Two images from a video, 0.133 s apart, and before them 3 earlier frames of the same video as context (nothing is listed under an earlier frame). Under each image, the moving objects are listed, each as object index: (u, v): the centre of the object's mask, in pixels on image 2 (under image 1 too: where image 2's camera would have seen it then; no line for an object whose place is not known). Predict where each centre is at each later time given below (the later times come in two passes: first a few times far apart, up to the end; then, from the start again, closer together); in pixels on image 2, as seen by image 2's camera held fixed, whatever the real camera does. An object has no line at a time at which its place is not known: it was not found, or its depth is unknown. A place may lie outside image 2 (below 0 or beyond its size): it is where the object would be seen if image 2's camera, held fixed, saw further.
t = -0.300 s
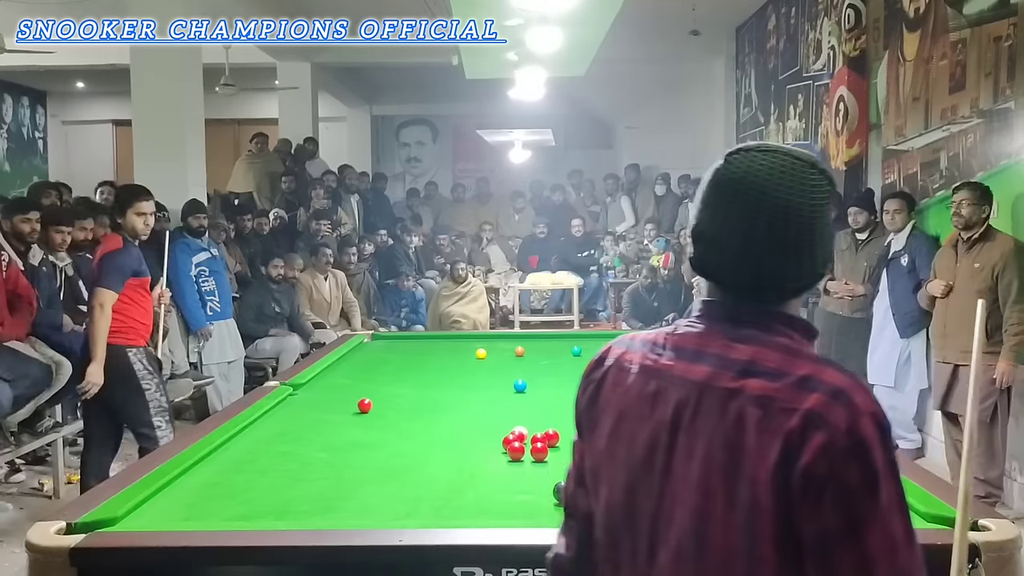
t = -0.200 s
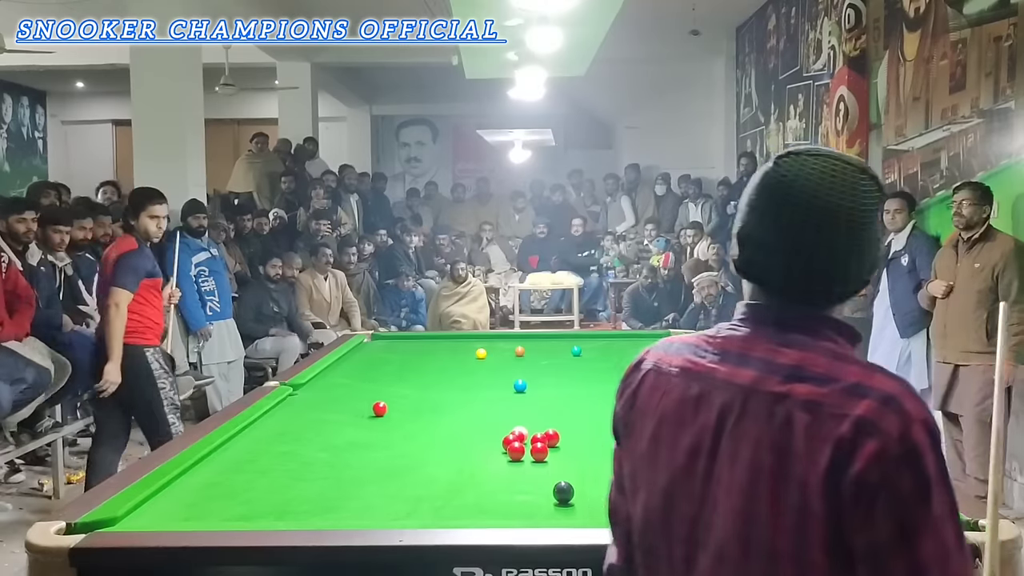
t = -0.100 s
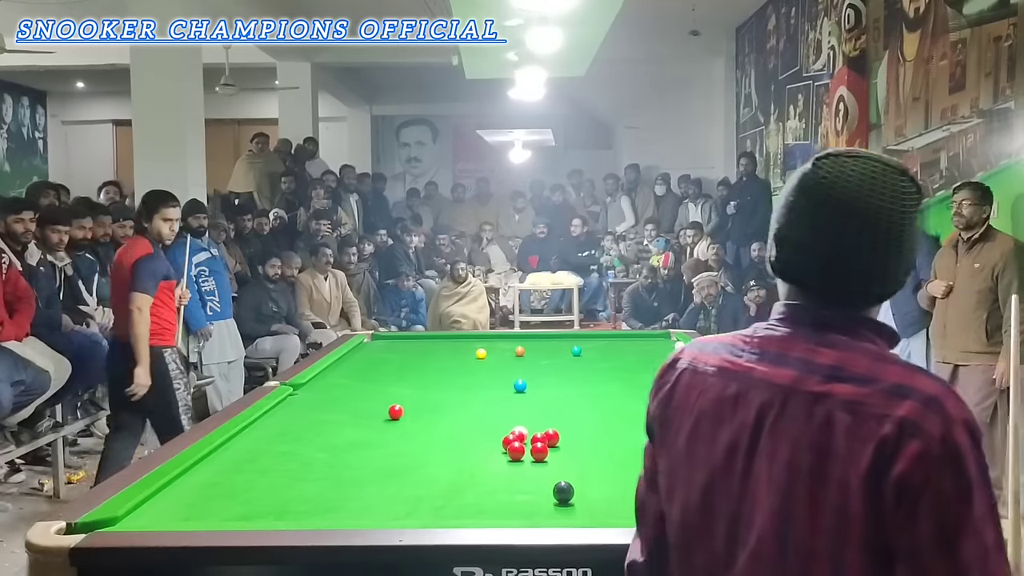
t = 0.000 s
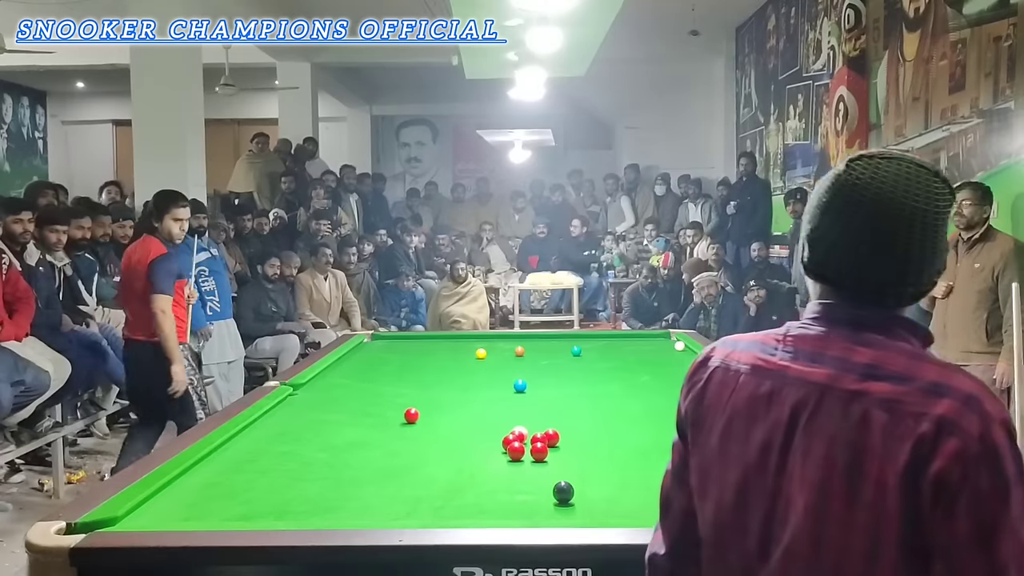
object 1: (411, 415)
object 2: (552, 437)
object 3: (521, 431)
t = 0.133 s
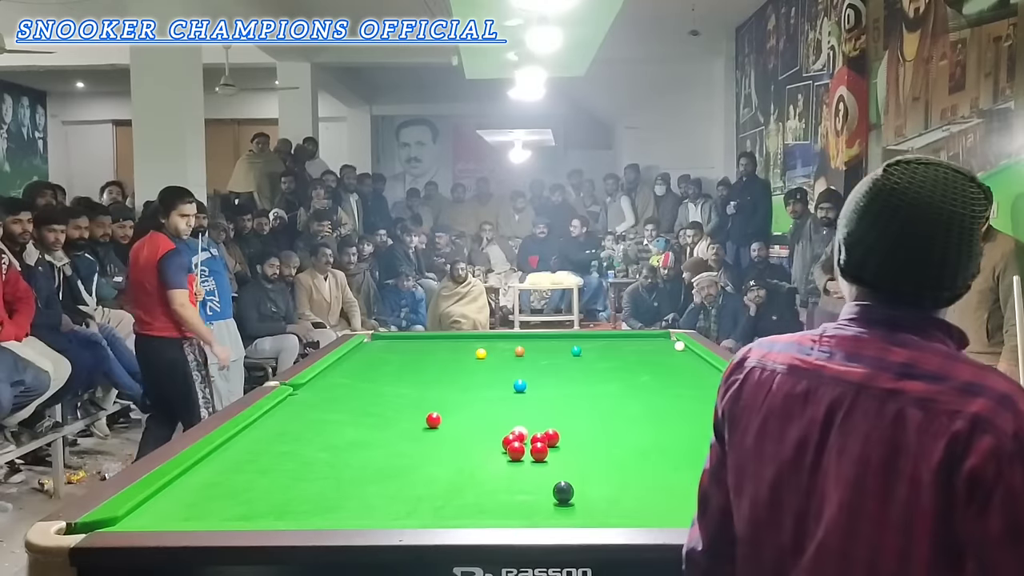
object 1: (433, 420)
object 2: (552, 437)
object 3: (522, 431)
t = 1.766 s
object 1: (470, 453)
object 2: (612, 447)
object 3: (580, 430)
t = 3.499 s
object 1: (463, 456)
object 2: (630, 449)
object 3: (585, 430)
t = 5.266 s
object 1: (463, 456)
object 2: (630, 449)
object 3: (585, 430)
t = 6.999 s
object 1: (463, 456)
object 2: (630, 449)
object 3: (585, 430)
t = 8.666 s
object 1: (463, 456)
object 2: (630, 449)
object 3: (585, 430)
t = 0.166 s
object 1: (439, 421)
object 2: (552, 437)
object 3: (522, 431)
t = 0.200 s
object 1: (444, 422)
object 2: (552, 437)
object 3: (521, 431)
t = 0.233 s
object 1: (450, 423)
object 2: (552, 437)
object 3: (521, 431)
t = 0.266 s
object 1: (456, 424)
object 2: (552, 437)
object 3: (521, 431)
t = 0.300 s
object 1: (462, 426)
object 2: (552, 437)
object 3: (522, 431)
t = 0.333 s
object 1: (468, 427)
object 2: (552, 437)
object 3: (522, 431)
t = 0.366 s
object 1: (473, 428)
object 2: (552, 437)
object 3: (522, 431)
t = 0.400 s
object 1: (479, 429)
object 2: (552, 437)
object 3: (522, 431)
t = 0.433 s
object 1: (485, 431)
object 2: (552, 437)
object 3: (522, 431)
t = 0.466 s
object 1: (491, 432)
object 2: (552, 437)
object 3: (522, 431)
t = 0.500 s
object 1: (497, 433)
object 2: (552, 437)
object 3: (522, 431)
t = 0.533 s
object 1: (501, 433)
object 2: (552, 437)
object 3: (523, 432)
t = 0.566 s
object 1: (501, 434)
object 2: (552, 437)
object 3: (527, 434)
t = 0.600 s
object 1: (500, 435)
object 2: (552, 437)
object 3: (529, 433)
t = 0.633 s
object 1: (499, 435)
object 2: (552, 437)
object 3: (533, 432)
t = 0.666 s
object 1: (498, 437)
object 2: (554, 438)
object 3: (536, 431)
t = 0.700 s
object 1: (497, 438)
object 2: (556, 438)
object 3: (539, 431)
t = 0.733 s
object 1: (497, 438)
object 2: (558, 438)
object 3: (541, 431)
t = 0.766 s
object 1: (496, 439)
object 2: (560, 439)
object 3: (543, 431)
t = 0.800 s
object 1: (495, 440)
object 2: (562, 439)
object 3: (545, 431)
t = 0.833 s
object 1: (495, 440)
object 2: (564, 440)
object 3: (547, 431)
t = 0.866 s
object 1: (494, 441)
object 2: (566, 440)
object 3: (549, 431)
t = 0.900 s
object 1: (493, 442)
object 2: (569, 440)
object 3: (551, 431)
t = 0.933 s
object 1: (492, 442)
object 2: (571, 440)
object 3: (553, 431)
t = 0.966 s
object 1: (491, 443)
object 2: (573, 441)
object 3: (554, 431)
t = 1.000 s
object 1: (489, 443)
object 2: (574, 441)
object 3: (556, 431)
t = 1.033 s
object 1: (488, 444)
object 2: (576, 441)
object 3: (557, 431)
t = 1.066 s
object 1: (487, 445)
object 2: (578, 442)
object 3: (559, 431)
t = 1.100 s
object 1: (487, 445)
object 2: (580, 442)
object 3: (560, 431)
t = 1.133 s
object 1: (485, 446)
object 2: (582, 442)
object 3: (562, 431)
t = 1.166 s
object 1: (484, 446)
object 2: (584, 442)
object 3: (563, 431)
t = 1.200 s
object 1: (484, 446)
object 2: (586, 443)
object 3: (564, 431)
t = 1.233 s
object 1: (482, 447)
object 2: (588, 443)
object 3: (565, 431)
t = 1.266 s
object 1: (482, 447)
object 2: (589, 443)
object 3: (566, 431)
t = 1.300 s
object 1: (481, 448)
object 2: (591, 444)
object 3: (567, 431)
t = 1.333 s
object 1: (480, 448)
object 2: (593, 444)
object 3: (568, 431)
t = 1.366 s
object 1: (479, 449)
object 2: (595, 444)
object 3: (570, 431)
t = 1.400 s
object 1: (478, 449)
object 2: (596, 444)
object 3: (571, 431)
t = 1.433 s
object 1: (477, 450)
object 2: (598, 445)
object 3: (572, 431)
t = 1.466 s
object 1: (476, 450)
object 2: (599, 445)
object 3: (573, 431)
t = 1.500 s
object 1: (476, 450)
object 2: (601, 445)
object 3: (574, 431)
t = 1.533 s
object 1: (475, 451)
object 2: (602, 445)
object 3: (574, 431)
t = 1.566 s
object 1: (474, 451)
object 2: (604, 445)
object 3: (575, 431)
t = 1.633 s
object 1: (472, 452)
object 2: (606, 446)
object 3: (577, 431)
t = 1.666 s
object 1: (472, 452)
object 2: (608, 446)
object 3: (578, 431)
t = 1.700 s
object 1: (471, 452)
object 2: (609, 446)
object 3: (579, 431)
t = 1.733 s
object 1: (471, 453)
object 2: (610, 446)
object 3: (579, 431)
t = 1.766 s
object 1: (470, 453)
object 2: (612, 447)
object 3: (580, 430)
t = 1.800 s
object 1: (469, 453)
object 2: (613, 447)
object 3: (580, 430)
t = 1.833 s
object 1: (469, 453)
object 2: (614, 447)
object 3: (581, 430)
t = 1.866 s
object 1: (469, 454)
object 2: (615, 447)
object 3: (582, 430)
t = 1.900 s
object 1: (468, 454)
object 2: (616, 447)
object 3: (582, 430)
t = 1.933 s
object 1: (467, 454)
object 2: (617, 447)
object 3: (583, 430)
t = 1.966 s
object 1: (467, 454)
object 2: (618, 448)
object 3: (583, 430)
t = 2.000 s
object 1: (467, 455)
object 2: (619, 448)
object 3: (583, 430)
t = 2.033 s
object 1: (466, 455)
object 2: (620, 448)
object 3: (584, 430)
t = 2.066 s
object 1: (466, 455)
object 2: (621, 448)
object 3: (584, 430)
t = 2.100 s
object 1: (466, 455)
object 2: (622, 448)
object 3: (584, 430)
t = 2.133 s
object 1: (465, 455)
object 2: (623, 448)
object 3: (585, 430)
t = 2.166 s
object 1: (465, 456)
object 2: (623, 448)
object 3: (585, 430)
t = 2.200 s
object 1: (465, 456)
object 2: (624, 448)
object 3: (585, 430)
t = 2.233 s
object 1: (465, 456)
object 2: (625, 449)
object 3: (586, 430)
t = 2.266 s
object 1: (464, 456)
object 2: (626, 449)
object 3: (586, 430)
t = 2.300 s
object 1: (464, 456)
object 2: (626, 449)
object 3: (586, 430)
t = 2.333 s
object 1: (464, 456)
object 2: (627, 449)
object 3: (585, 430)
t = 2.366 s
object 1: (464, 456)
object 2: (627, 449)
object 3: (586, 430)
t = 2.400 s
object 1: (464, 456)
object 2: (628, 449)
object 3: (585, 430)
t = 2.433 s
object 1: (463, 456)
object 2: (628, 449)
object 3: (585, 430)
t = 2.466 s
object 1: (463, 456)
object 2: (628, 449)
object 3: (585, 430)
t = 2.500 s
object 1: (463, 456)
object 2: (629, 449)
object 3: (585, 430)
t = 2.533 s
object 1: (463, 456)
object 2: (629, 449)
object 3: (585, 430)
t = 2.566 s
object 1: (463, 456)
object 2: (629, 449)
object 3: (585, 430)
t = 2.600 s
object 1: (463, 456)
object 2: (630, 449)
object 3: (585, 430)
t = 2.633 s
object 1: (463, 456)
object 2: (630, 449)
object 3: (585, 430)
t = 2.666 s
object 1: (463, 456)
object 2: (630, 449)
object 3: (585, 430)
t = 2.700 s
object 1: (463, 456)
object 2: (630, 449)
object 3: (585, 430)
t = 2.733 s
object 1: (463, 456)
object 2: (630, 449)
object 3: (585, 430)
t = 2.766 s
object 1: (463, 456)
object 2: (630, 449)
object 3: (585, 430)
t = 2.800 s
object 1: (463, 456)
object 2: (630, 449)
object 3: (585, 430)
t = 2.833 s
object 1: (463, 456)
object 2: (630, 449)
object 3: (585, 430)
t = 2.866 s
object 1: (463, 456)
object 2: (630, 449)
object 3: (585, 430)
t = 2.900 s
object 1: (463, 456)
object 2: (630, 449)
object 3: (585, 430)
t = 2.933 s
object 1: (463, 456)
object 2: (630, 449)
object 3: (585, 430)
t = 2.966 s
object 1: (463, 456)
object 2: (630, 449)
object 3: (585, 430)
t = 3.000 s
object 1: (463, 456)
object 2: (630, 449)
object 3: (585, 430)
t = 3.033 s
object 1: (463, 456)
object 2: (630, 449)
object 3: (585, 430)
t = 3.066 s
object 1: (463, 456)
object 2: (631, 449)
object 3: (585, 430)
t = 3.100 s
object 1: (463, 456)
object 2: (630, 449)
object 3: (585, 430)
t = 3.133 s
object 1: (463, 456)
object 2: (630, 449)
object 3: (585, 430)
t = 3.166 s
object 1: (463, 456)
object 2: (630, 449)
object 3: (585, 430)
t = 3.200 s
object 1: (463, 456)
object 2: (630, 449)
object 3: (585, 430)
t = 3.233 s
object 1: (463, 456)
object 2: (630, 449)
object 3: (585, 430)
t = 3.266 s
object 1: (463, 456)
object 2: (630, 449)
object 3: (585, 430)
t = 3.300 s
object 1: (463, 456)
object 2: (630, 449)
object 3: (585, 430)
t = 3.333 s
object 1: (463, 456)
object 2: (631, 449)
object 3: (585, 430)
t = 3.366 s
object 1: (463, 456)
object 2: (630, 449)
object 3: (585, 430)
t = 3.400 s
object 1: (463, 456)
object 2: (630, 449)
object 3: (585, 430)
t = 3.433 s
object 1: (463, 456)
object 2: (630, 449)
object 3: (585, 430)
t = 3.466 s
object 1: (463, 456)
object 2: (630, 449)
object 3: (585, 430)
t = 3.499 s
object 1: (463, 456)
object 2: (630, 449)
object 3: (585, 430)
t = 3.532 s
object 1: (463, 456)
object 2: (630, 449)
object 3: (585, 430)
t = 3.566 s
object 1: (463, 456)
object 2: (630, 449)
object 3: (585, 430)
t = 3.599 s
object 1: (463, 456)
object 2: (630, 449)
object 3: (585, 430)
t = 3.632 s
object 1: (463, 456)
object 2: (630, 449)
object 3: (585, 430)
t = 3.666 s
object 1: (463, 456)
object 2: (630, 449)
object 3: (585, 430)
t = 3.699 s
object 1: (463, 456)
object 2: (630, 449)
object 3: (585, 430)
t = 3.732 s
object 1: (463, 456)
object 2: (630, 449)
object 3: (585, 430)
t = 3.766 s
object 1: (463, 456)
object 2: (631, 449)
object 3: (585, 430)
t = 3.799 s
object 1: (463, 456)
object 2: (630, 449)
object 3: (585, 430)
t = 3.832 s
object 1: (463, 456)
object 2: (630, 449)
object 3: (585, 430)
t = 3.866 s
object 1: (463, 456)
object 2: (630, 449)
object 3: (585, 430)
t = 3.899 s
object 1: (463, 456)
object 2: (630, 449)
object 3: (585, 430)
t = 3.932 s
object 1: (463, 456)
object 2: (630, 449)
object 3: (585, 430)
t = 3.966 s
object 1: (463, 456)
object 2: (631, 449)
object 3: (585, 430)
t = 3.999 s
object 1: (463, 456)
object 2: (630, 449)
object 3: (585, 430)
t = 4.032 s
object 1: (463, 456)
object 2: (630, 449)
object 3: (585, 430)
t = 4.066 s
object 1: (463, 456)
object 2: (631, 449)
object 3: (585, 430)
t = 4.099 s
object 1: (463, 456)
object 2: (630, 449)
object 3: (585, 430)
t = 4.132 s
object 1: (463, 456)
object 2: (630, 449)
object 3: (585, 430)
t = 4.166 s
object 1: (463, 456)
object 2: (630, 449)
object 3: (585, 430)
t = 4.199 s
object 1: (463, 456)
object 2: (630, 449)
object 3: (585, 430)
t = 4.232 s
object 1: (463, 456)
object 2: (630, 449)
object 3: (585, 430)
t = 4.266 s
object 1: (463, 456)
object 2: (631, 449)
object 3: (585, 430)
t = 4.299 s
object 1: (463, 456)
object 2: (631, 449)
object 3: (585, 430)
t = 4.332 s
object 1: (463, 456)
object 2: (631, 449)
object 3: (585, 430)
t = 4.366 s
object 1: (463, 456)
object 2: (630, 449)
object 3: (585, 430)
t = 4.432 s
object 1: (463, 456)
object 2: (630, 449)
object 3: (585, 430)
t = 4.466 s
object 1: (463, 456)
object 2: (630, 449)
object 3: (585, 430)
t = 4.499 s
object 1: (463, 456)
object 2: (630, 449)
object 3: (585, 430)
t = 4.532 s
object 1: (463, 456)
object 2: (630, 449)
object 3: (585, 430)
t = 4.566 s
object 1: (463, 456)
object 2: (630, 449)
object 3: (585, 430)
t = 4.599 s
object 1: (463, 456)
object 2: (630, 449)
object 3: (585, 430)
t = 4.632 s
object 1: (463, 456)
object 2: (630, 449)
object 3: (585, 430)
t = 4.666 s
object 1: (463, 456)
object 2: (630, 449)
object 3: (585, 430)
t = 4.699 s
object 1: (463, 456)
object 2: (630, 449)
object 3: (585, 430)
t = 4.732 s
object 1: (463, 456)
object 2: (630, 449)
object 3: (585, 430)
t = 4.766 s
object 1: (463, 456)
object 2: (630, 449)
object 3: (585, 430)
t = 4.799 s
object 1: (463, 456)
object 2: (630, 449)
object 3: (585, 430)
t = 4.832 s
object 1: (463, 456)
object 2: (630, 449)
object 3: (585, 430)
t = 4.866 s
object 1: (463, 456)
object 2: (630, 449)
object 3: (585, 430)
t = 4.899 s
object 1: (463, 456)
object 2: (630, 449)
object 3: (585, 430)
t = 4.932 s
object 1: (463, 456)
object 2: (630, 449)
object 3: (585, 430)
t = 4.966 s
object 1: (463, 456)
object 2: (630, 449)
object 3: (585, 430)
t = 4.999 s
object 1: (463, 456)
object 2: (630, 449)
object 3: (585, 430)
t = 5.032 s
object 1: (463, 456)
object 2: (630, 449)
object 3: (585, 430)
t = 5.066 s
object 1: (463, 456)
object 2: (630, 449)
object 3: (585, 430)
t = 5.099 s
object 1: (463, 456)
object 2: (630, 449)
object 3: (585, 430)
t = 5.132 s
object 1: (463, 456)
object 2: (630, 449)
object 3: (585, 430)
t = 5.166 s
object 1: (463, 456)
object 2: (630, 449)
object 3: (585, 430)
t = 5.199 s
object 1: (463, 456)
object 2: (630, 449)
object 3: (585, 430)
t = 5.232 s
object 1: (463, 456)
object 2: (630, 449)
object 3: (585, 430)
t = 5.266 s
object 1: (463, 456)
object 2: (630, 449)
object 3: (585, 430)
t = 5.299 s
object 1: (463, 456)
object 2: (630, 449)
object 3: (585, 430)
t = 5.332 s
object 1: (463, 456)
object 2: (630, 449)
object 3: (585, 430)
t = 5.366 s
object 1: (463, 456)
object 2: (630, 449)
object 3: (585, 430)
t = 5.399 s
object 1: (463, 456)
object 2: (630, 449)
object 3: (585, 430)
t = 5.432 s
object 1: (463, 456)
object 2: (630, 449)
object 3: (585, 430)
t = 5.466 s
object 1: (463, 456)
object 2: (630, 449)
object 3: (585, 430)
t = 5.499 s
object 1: (463, 456)
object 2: (630, 449)
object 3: (585, 430)
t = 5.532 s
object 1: (463, 456)
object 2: (630, 449)
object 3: (585, 430)
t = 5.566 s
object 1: (463, 456)
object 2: (630, 449)
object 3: (585, 430)
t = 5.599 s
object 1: (463, 456)
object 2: (630, 449)
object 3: (585, 430)
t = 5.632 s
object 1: (463, 456)
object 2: (630, 449)
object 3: (585, 430)
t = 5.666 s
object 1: (463, 456)
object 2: (630, 449)
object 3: (585, 430)
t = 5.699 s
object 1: (463, 456)
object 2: (630, 449)
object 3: (585, 430)
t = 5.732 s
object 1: (463, 456)
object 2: (630, 449)
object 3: (585, 430)
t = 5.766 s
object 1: (463, 456)
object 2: (630, 449)
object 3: (585, 430)
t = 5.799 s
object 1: (463, 456)
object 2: (630, 449)
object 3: (585, 430)
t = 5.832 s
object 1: (463, 456)
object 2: (630, 449)
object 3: (585, 430)
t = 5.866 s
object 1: (463, 456)
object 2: (630, 449)
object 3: (585, 430)
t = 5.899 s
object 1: (463, 456)
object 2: (630, 449)
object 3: (585, 430)
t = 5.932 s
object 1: (463, 456)
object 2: (630, 449)
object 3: (585, 430)
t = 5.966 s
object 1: (463, 456)
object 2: (630, 449)
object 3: (585, 430)
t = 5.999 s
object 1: (463, 456)
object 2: (630, 449)
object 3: (585, 430)
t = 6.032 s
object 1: (463, 456)
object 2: (630, 449)
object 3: (585, 430)
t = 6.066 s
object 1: (463, 456)
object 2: (630, 449)
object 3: (585, 430)
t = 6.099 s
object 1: (463, 456)
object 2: (630, 449)
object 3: (585, 430)
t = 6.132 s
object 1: (463, 456)
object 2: (630, 449)
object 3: (585, 430)
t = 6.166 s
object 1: (463, 456)
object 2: (630, 449)
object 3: (585, 430)
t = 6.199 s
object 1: (463, 456)
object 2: (630, 449)
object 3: (585, 430)
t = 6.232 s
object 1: (463, 456)
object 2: (630, 449)
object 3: (585, 430)
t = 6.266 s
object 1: (463, 456)
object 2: (630, 449)
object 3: (585, 430)
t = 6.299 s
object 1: (463, 456)
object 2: (630, 449)
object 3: (585, 430)
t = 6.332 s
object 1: (463, 456)
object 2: (630, 449)
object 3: (585, 430)
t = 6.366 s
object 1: (463, 456)
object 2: (630, 449)
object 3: (585, 430)
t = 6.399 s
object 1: (463, 456)
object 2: (630, 449)
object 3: (585, 430)
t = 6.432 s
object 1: (463, 456)
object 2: (630, 449)
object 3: (585, 430)
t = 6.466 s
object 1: (463, 456)
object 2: (630, 449)
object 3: (585, 430)
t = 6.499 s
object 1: (463, 456)
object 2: (630, 449)
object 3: (585, 430)
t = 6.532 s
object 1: (463, 456)
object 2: (630, 449)
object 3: (585, 430)
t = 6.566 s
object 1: (463, 456)
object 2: (630, 449)
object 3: (585, 430)
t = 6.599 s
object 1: (463, 456)
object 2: (630, 449)
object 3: (585, 430)
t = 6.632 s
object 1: (463, 456)
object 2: (630, 449)
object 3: (585, 430)
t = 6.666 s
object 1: (463, 456)
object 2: (630, 449)
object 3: (585, 430)
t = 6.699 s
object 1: (463, 456)
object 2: (630, 449)
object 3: (585, 430)
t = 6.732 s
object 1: (463, 456)
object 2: (630, 449)
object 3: (585, 430)
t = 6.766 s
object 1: (463, 456)
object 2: (630, 449)
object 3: (585, 430)
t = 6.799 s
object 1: (463, 456)
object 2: (630, 449)
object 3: (585, 430)
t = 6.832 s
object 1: (463, 456)
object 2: (630, 449)
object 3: (585, 430)
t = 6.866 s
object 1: (463, 456)
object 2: (630, 449)
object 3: (585, 430)
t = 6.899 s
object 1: (463, 456)
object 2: (630, 449)
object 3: (585, 430)
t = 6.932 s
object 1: (463, 456)
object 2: (630, 449)
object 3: (585, 430)
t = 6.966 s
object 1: (463, 456)
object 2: (630, 449)
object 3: (585, 430)
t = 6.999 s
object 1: (463, 456)
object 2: (630, 449)
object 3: (585, 430)
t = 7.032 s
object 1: (463, 456)
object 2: (630, 449)
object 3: (585, 430)
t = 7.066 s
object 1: (463, 456)
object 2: (630, 449)
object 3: (585, 430)
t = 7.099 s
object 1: (463, 456)
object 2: (630, 449)
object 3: (585, 430)
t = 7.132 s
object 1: (463, 456)
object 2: (630, 449)
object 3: (585, 430)
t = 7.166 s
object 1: (463, 456)
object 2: (630, 449)
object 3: (585, 430)
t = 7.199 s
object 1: (463, 456)
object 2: (630, 449)
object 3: (585, 430)
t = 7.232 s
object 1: (463, 456)
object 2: (630, 449)
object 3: (585, 430)
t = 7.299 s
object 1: (463, 456)
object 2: (630, 449)
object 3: (585, 430)
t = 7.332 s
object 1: (463, 456)
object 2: (630, 449)
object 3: (585, 430)
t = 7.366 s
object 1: (463, 456)
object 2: (630, 449)
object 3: (585, 430)
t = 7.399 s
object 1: (463, 456)
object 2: (630, 449)
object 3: (585, 430)
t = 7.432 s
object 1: (463, 456)
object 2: (630, 449)
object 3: (585, 430)
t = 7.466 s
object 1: (463, 456)
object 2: (630, 449)
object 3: (585, 430)
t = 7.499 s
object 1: (463, 456)
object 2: (630, 449)
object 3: (585, 430)
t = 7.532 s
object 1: (463, 456)
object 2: (630, 449)
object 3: (585, 430)
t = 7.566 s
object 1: (463, 456)
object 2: (630, 449)
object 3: (585, 430)
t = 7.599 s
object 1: (463, 456)
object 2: (630, 449)
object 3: (585, 430)
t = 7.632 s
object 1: (463, 456)
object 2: (630, 449)
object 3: (585, 430)
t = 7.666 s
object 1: (463, 456)
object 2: (630, 449)
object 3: (585, 430)
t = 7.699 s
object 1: (463, 456)
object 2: (630, 449)
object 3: (585, 430)
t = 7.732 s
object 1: (463, 456)
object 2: (630, 449)
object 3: (585, 430)
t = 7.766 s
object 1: (463, 456)
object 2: (630, 449)
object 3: (585, 430)
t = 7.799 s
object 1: (463, 456)
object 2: (630, 449)
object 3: (585, 430)
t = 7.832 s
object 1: (463, 456)
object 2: (630, 449)
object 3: (585, 430)
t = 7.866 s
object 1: (463, 456)
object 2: (630, 449)
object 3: (585, 430)
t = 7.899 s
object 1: (463, 456)
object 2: (630, 449)
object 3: (585, 430)
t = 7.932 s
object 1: (463, 456)
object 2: (630, 449)
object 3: (585, 430)
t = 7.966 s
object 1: (463, 456)
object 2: (630, 449)
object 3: (585, 430)
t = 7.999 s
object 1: (463, 456)
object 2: (630, 449)
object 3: (585, 430)
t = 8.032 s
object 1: (463, 456)
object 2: (630, 449)
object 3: (585, 430)
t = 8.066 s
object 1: (463, 456)
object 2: (630, 449)
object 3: (585, 430)
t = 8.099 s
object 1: (463, 456)
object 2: (630, 449)
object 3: (585, 430)
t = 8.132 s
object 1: (463, 456)
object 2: (630, 449)
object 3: (585, 430)
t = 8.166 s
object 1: (463, 456)
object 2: (630, 449)
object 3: (585, 430)
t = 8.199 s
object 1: (463, 456)
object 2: (630, 449)
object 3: (585, 430)
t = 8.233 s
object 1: (463, 456)
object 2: (630, 449)
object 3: (585, 430)
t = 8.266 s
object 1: (463, 456)
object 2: (630, 449)
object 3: (585, 430)
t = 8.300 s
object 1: (463, 456)
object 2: (630, 449)
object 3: (585, 430)
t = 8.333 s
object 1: (463, 456)
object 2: (630, 449)
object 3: (585, 430)
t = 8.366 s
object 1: (463, 456)
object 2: (630, 449)
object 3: (585, 430)
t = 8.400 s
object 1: (463, 456)
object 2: (630, 449)
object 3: (585, 430)
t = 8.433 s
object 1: (463, 456)
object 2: (630, 449)
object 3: (585, 430)
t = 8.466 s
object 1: (463, 456)
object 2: (630, 449)
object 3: (585, 430)
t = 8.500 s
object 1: (463, 456)
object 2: (630, 449)
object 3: (585, 430)
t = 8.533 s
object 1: (463, 456)
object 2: (630, 449)
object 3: (585, 430)
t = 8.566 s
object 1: (463, 456)
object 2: (630, 449)
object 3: (585, 430)
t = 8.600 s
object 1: (463, 456)
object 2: (630, 449)
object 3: (585, 430)
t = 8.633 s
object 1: (463, 456)
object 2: (630, 449)
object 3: (585, 430)
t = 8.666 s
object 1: (463, 456)
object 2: (630, 449)
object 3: (585, 430)
